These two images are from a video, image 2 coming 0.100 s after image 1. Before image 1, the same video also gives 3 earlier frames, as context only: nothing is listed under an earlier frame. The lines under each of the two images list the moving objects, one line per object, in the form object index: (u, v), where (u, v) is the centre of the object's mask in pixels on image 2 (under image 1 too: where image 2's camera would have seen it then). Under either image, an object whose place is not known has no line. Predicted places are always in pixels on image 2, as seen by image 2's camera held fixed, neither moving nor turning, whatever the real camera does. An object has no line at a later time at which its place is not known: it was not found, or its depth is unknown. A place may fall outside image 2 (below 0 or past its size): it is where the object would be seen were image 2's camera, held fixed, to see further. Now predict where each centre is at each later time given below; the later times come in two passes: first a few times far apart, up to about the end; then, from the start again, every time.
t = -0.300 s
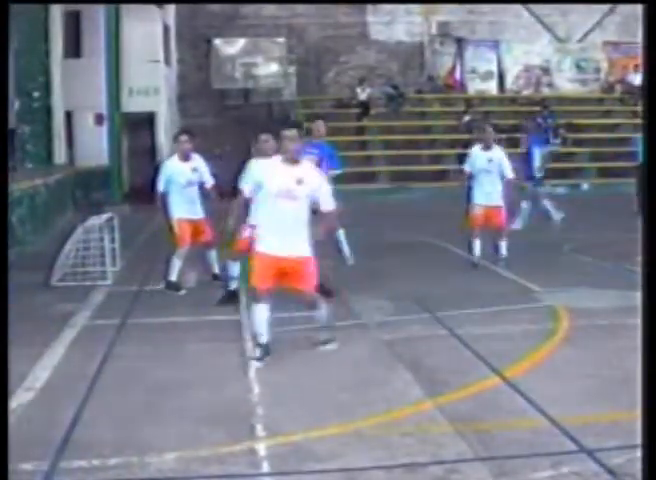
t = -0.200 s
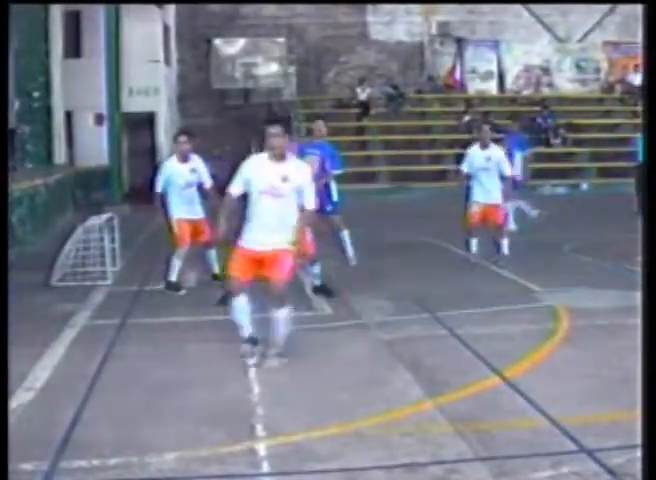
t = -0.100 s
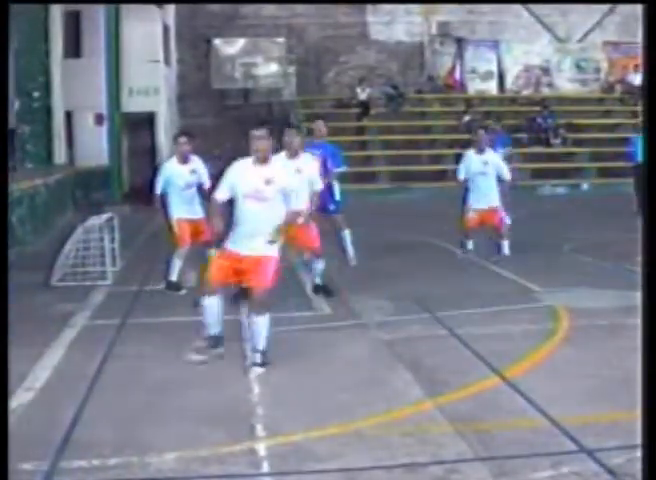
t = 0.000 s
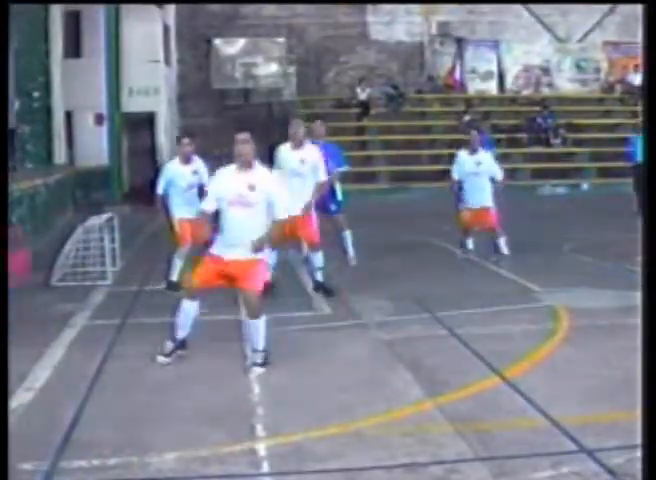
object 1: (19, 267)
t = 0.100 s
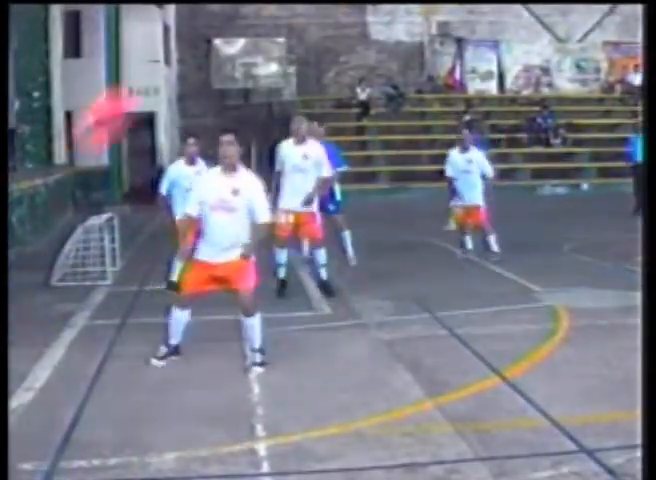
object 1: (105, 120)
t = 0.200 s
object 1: (183, 44)
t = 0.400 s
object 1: (272, 9)
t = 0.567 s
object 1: (307, 14)
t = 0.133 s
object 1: (137, 86)
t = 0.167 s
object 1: (162, 64)
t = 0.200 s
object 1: (183, 44)
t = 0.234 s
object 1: (201, 28)
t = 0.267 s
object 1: (217, 17)
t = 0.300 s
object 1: (229, 13)
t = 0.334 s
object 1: (250, 9)
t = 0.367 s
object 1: (252, 10)
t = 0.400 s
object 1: (272, 9)
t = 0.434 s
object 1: (280, 9)
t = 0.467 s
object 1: (288, 10)
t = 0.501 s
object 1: (298, 10)
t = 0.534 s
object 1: (303, 12)
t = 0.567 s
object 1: (307, 14)
